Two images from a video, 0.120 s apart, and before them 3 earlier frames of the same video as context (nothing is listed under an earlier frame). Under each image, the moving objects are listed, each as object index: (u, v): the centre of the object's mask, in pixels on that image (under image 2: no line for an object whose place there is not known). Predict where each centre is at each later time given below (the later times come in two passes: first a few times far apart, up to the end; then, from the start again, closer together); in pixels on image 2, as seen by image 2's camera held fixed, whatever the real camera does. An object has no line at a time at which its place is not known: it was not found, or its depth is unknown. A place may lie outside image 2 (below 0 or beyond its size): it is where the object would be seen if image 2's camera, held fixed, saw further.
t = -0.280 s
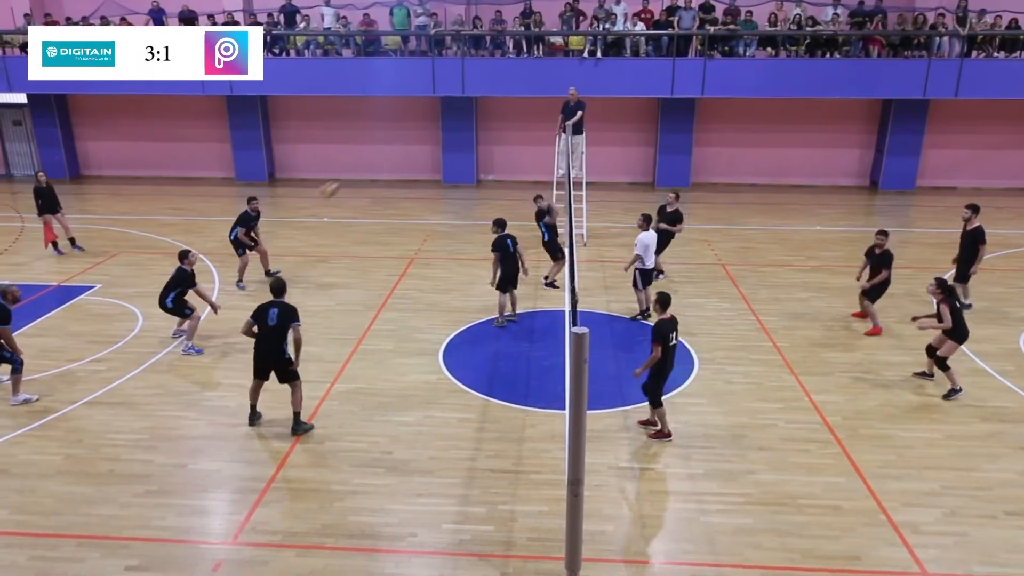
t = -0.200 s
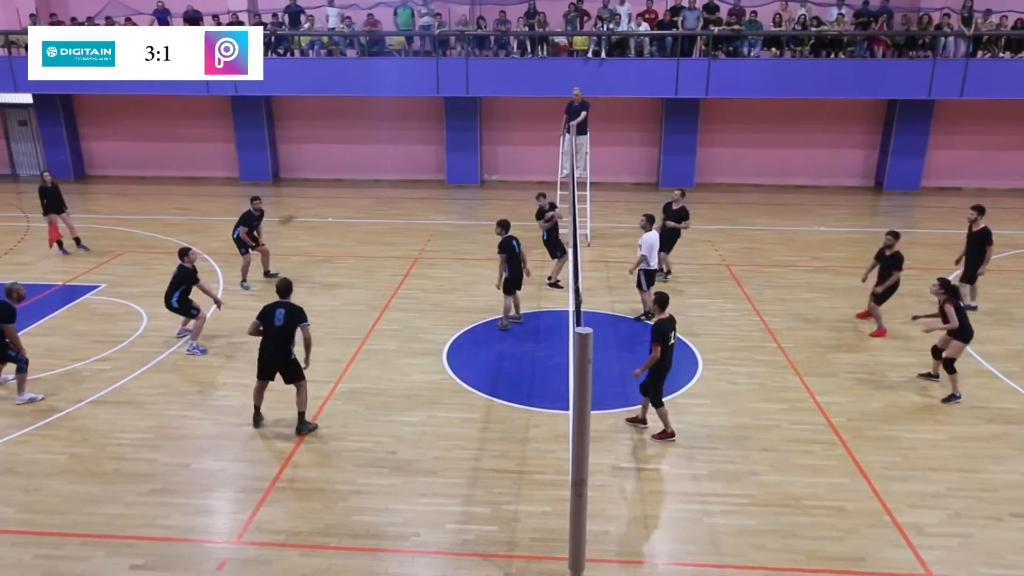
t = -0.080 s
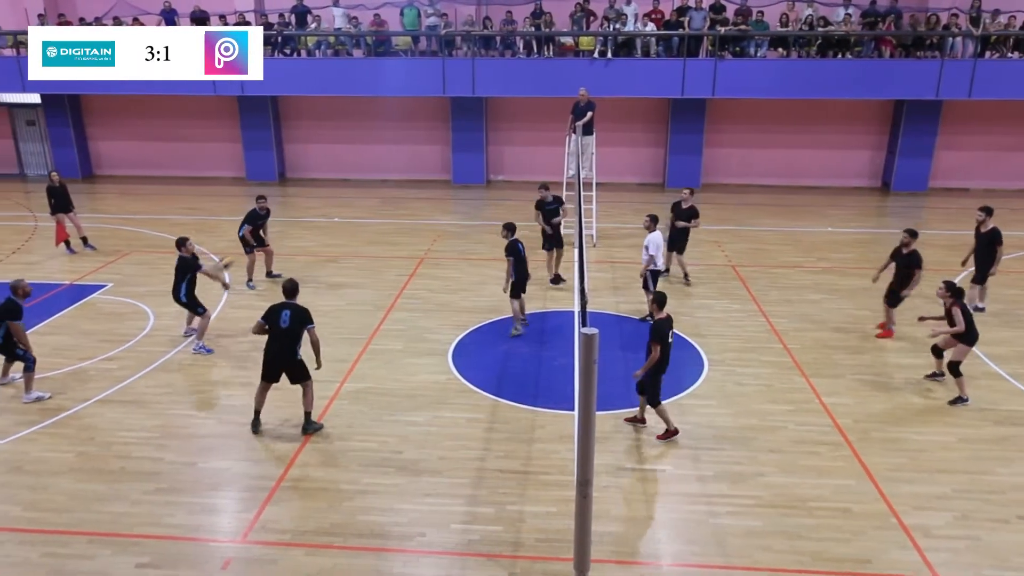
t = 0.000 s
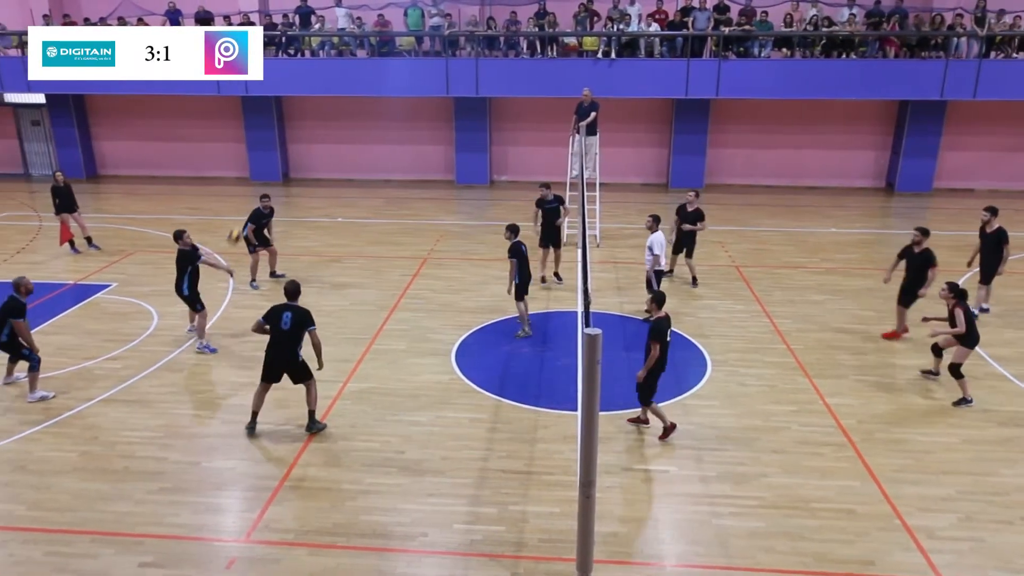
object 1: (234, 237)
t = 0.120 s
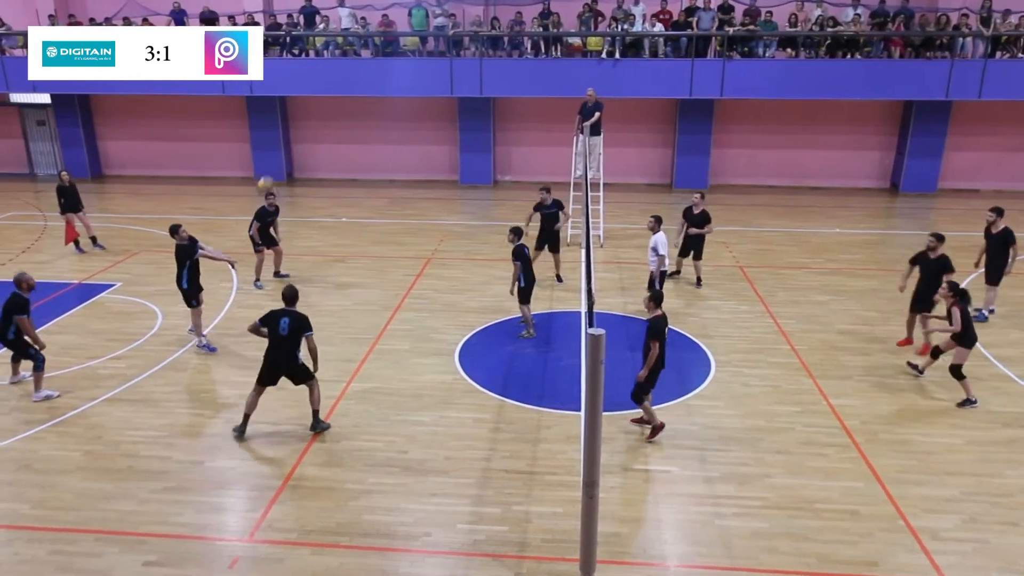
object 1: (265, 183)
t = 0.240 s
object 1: (292, 145)
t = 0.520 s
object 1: (363, 88)
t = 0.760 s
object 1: (424, 88)
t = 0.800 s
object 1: (435, 92)
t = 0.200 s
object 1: (283, 157)
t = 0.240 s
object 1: (292, 145)
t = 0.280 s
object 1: (301, 131)
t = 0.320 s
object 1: (312, 122)
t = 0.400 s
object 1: (333, 106)
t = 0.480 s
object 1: (353, 92)
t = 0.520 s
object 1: (363, 88)
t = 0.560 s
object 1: (373, 86)
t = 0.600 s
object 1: (384, 84)
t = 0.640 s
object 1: (394, 83)
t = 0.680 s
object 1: (404, 83)
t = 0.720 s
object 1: (414, 85)
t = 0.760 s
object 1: (424, 88)
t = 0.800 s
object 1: (435, 92)
